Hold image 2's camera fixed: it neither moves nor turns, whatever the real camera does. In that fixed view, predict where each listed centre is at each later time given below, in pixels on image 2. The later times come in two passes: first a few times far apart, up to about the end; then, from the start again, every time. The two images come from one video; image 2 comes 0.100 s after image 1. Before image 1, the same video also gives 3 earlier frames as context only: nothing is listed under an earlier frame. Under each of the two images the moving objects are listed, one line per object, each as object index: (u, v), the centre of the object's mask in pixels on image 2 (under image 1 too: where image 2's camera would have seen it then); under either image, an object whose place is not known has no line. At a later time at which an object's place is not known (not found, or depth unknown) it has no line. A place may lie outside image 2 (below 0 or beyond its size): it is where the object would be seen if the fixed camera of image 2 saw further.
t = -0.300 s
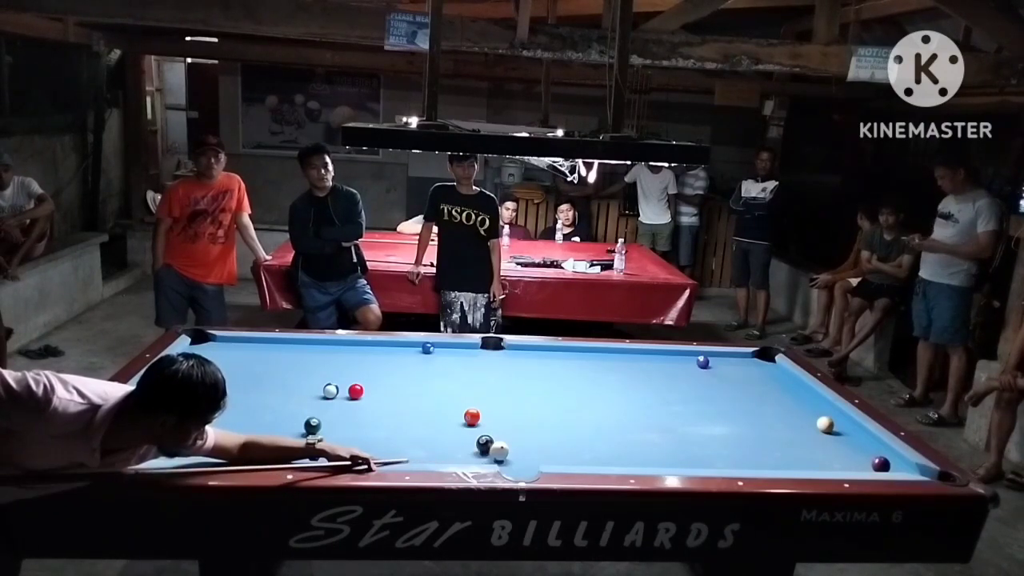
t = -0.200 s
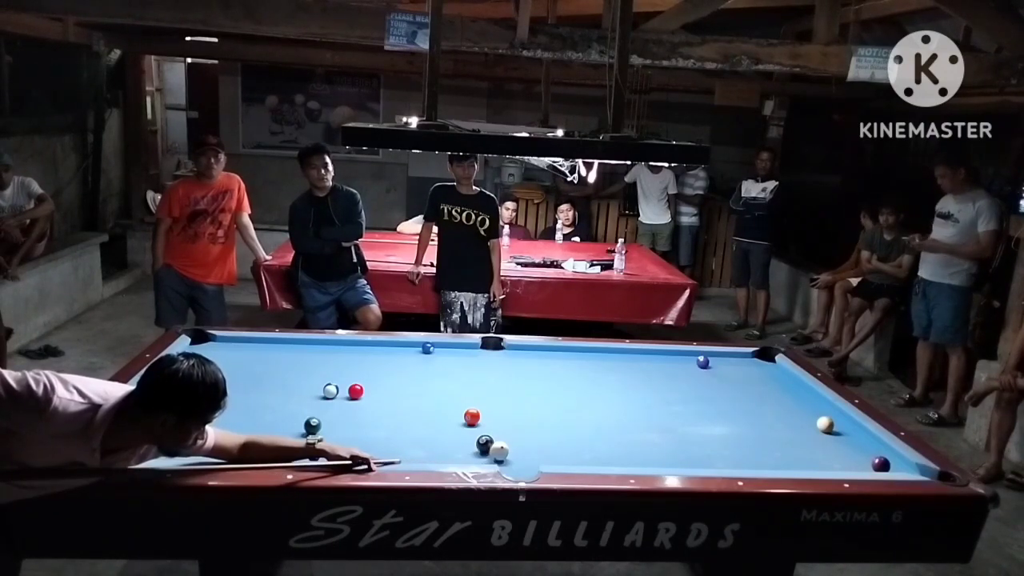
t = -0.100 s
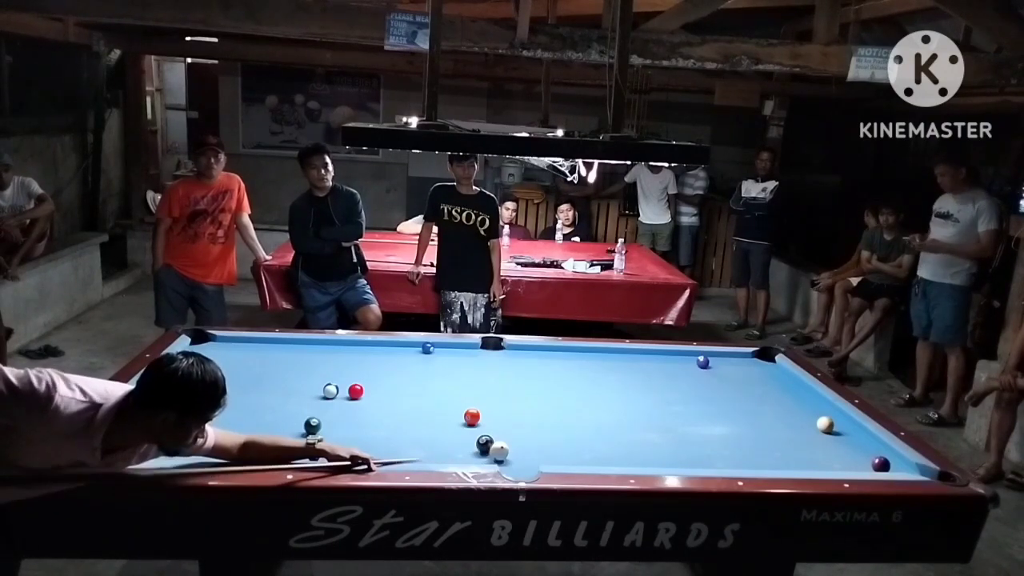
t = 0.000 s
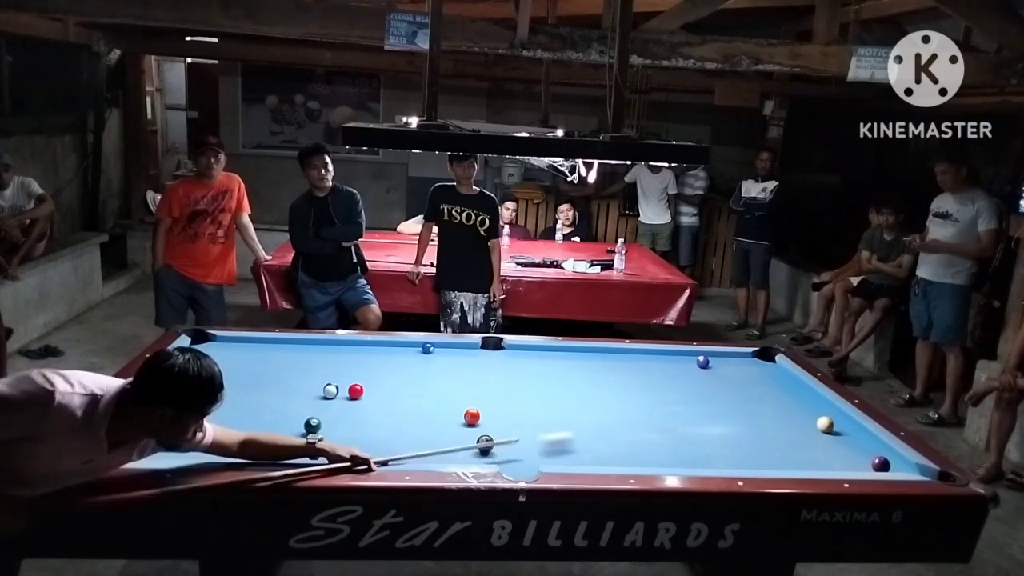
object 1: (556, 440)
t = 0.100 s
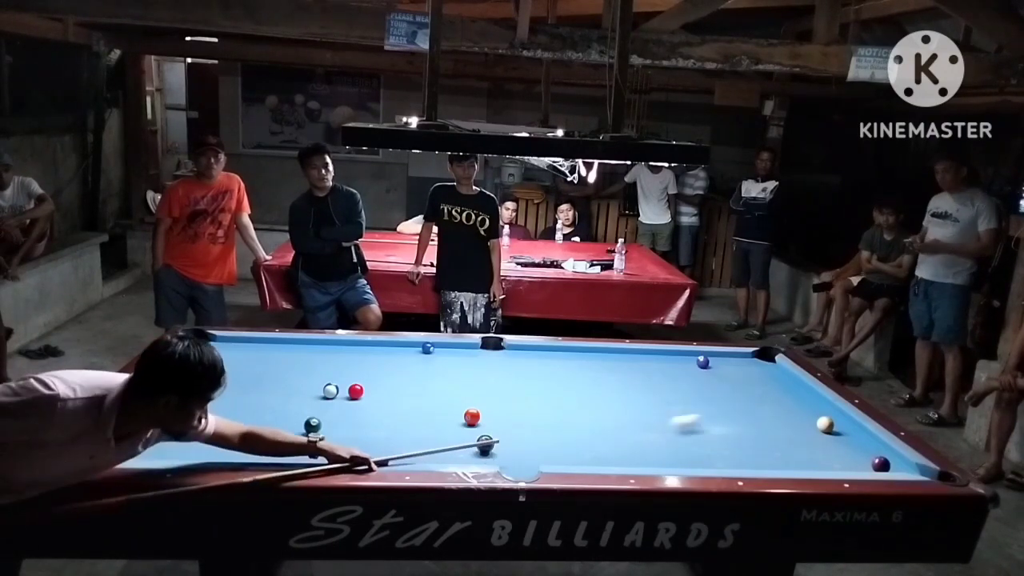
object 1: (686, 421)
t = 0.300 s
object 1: (765, 395)
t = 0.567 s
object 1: (554, 369)
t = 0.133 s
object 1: (722, 416)
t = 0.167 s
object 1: (758, 411)
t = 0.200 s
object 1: (792, 407)
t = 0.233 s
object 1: (822, 403)
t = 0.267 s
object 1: (797, 398)
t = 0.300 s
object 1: (765, 395)
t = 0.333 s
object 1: (734, 391)
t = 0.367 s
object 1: (705, 388)
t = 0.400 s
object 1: (677, 385)
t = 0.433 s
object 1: (651, 382)
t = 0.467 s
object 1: (625, 379)
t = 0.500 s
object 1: (600, 375)
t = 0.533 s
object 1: (577, 372)
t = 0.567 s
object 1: (554, 369)
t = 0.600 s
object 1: (534, 366)
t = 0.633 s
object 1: (513, 364)
